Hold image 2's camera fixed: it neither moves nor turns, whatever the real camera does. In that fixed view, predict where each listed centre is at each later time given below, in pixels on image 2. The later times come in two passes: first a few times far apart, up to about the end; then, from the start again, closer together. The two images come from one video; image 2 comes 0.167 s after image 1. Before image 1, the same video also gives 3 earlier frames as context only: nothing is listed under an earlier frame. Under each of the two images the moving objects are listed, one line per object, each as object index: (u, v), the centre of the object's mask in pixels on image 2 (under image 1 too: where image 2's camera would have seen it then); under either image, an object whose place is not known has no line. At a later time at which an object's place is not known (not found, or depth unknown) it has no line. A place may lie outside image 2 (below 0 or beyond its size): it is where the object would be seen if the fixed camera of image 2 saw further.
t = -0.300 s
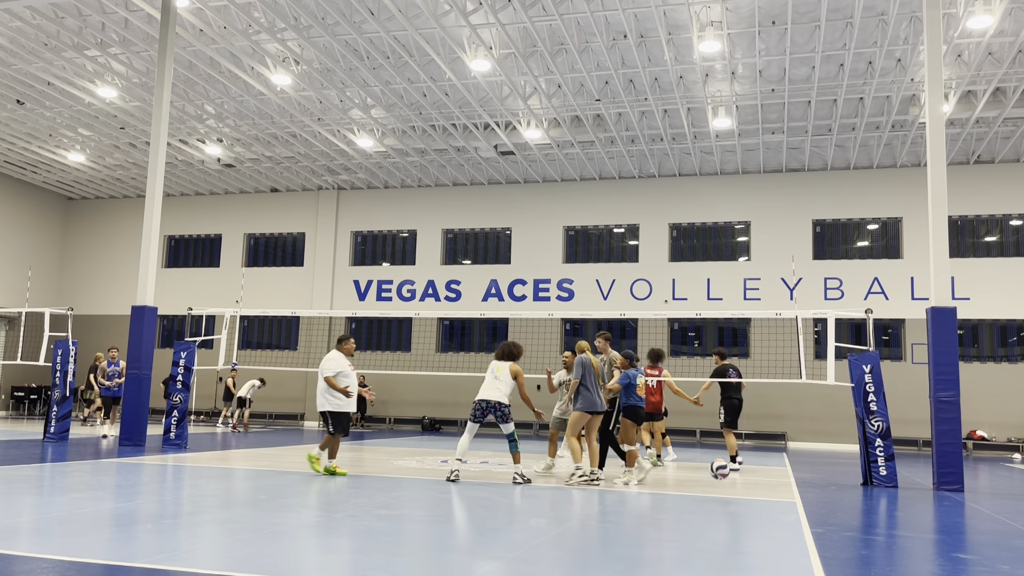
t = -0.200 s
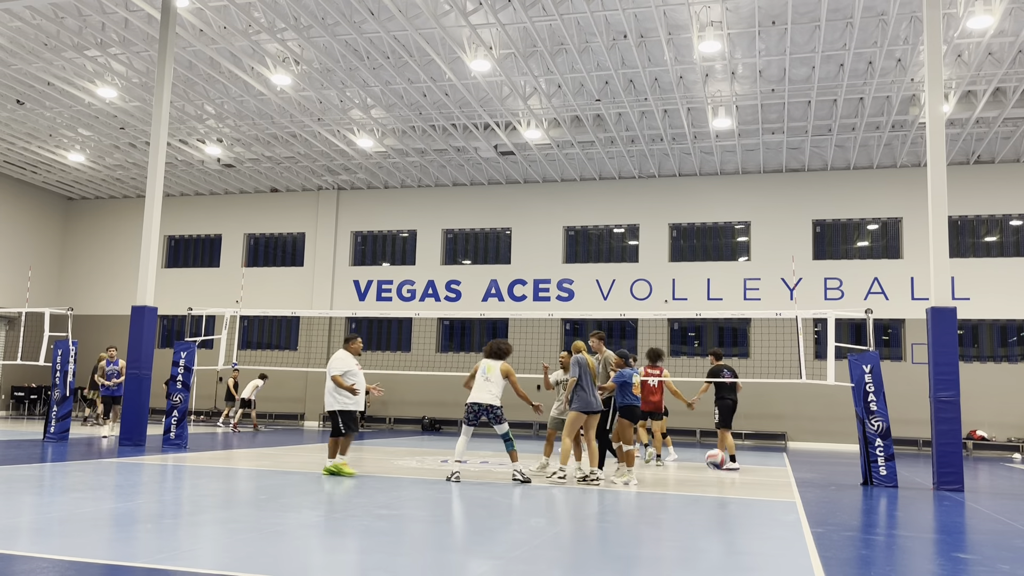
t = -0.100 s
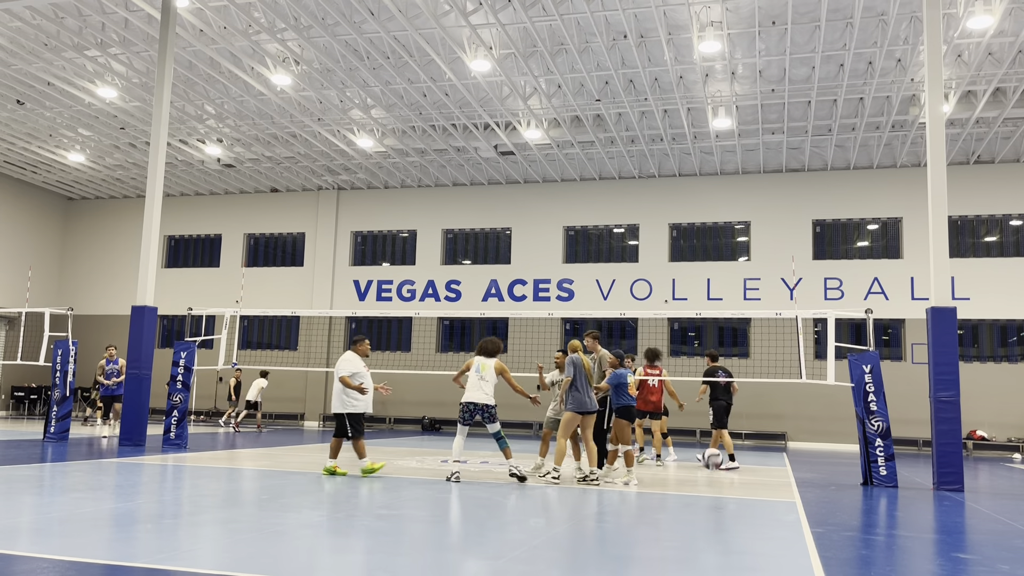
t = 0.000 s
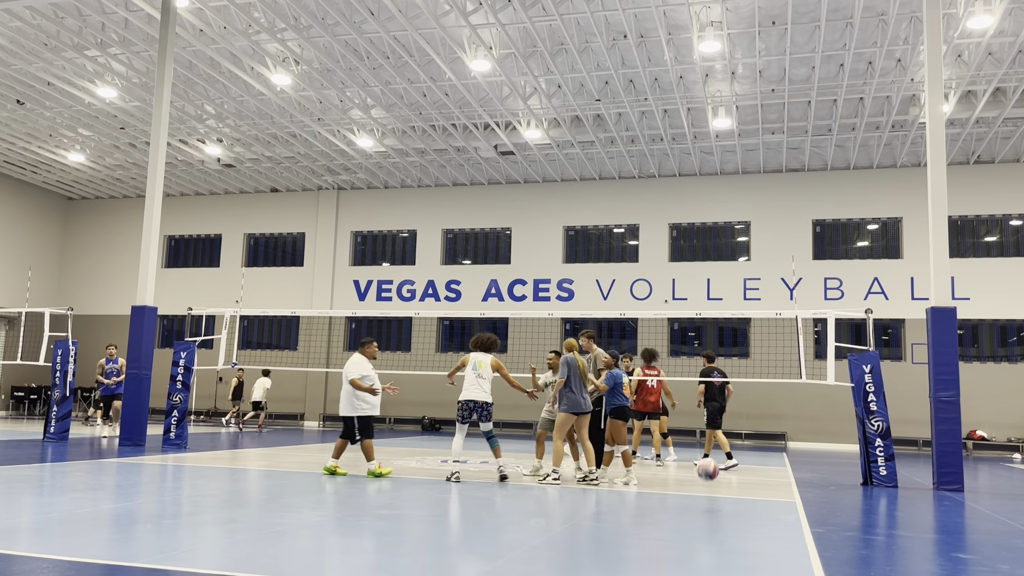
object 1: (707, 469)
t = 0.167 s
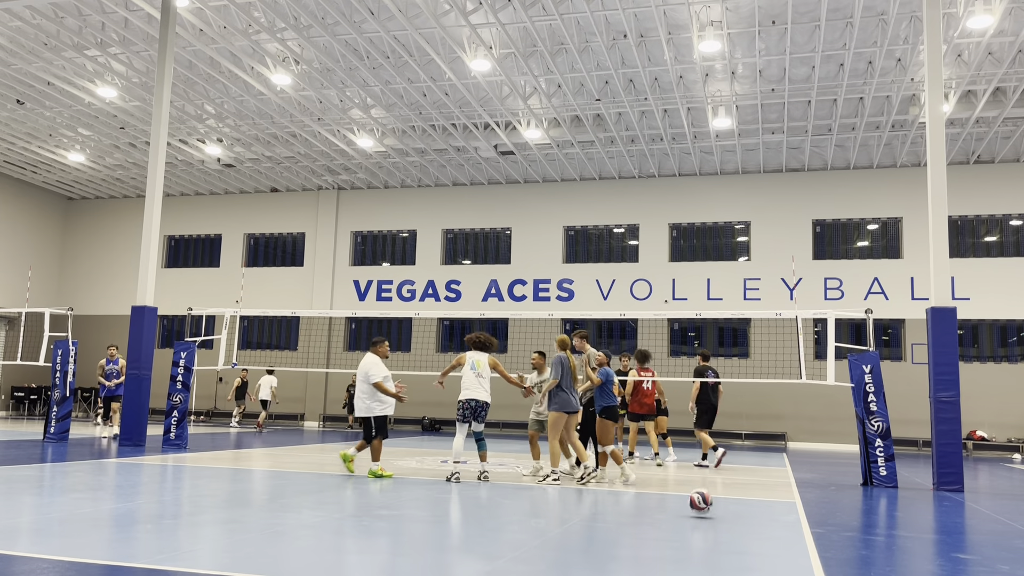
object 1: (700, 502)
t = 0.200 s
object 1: (699, 494)
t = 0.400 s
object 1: (691, 478)
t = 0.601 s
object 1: (681, 506)
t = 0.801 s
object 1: (669, 505)
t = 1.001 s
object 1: (655, 524)
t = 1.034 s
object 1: (653, 534)
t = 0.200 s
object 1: (699, 494)
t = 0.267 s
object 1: (697, 489)
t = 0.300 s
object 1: (696, 484)
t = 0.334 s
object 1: (694, 480)
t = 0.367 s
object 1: (693, 479)
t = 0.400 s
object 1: (691, 478)
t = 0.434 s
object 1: (690, 479)
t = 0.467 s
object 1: (688, 481)
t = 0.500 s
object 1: (686, 485)
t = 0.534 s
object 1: (685, 490)
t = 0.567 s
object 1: (683, 497)
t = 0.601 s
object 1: (681, 506)
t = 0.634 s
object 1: (679, 516)
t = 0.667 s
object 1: (677, 524)
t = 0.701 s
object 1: (675, 516)
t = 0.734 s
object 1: (673, 510)
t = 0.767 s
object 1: (671, 506)
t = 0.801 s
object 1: (669, 505)
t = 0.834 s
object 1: (667, 503)
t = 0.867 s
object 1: (665, 504)
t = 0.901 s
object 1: (662, 507)
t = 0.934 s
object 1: (660, 511)
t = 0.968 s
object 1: (658, 516)
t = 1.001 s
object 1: (655, 524)
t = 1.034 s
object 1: (653, 534)
